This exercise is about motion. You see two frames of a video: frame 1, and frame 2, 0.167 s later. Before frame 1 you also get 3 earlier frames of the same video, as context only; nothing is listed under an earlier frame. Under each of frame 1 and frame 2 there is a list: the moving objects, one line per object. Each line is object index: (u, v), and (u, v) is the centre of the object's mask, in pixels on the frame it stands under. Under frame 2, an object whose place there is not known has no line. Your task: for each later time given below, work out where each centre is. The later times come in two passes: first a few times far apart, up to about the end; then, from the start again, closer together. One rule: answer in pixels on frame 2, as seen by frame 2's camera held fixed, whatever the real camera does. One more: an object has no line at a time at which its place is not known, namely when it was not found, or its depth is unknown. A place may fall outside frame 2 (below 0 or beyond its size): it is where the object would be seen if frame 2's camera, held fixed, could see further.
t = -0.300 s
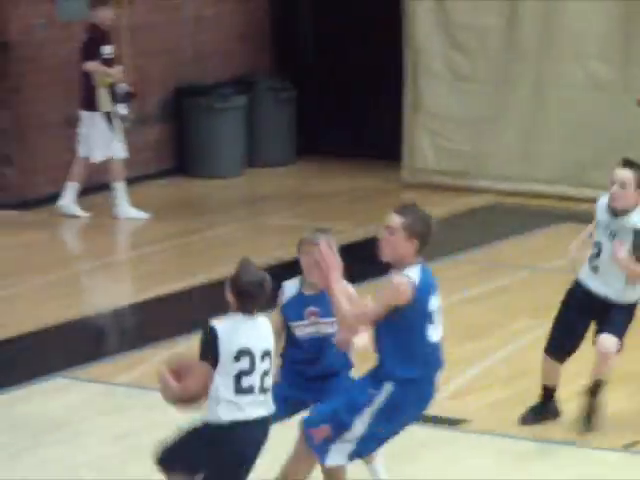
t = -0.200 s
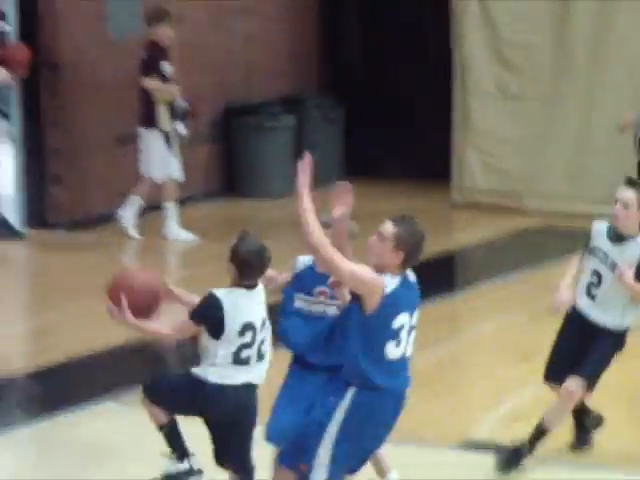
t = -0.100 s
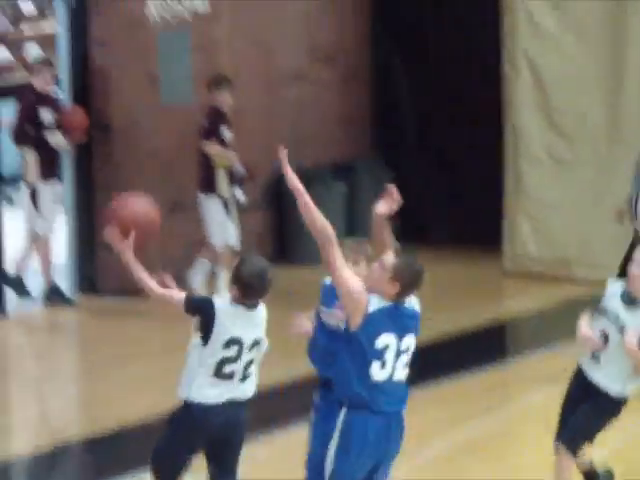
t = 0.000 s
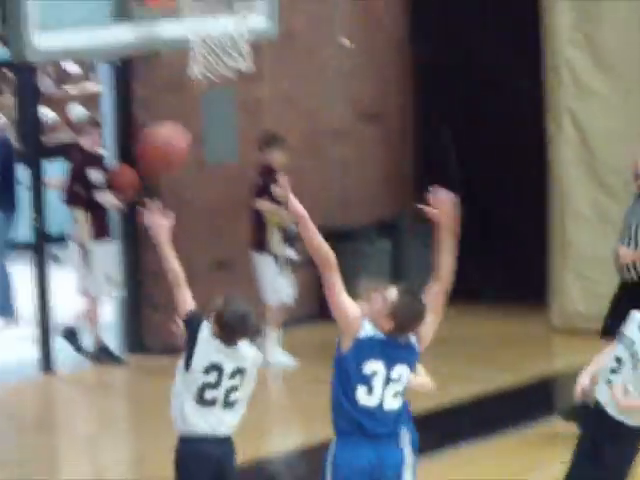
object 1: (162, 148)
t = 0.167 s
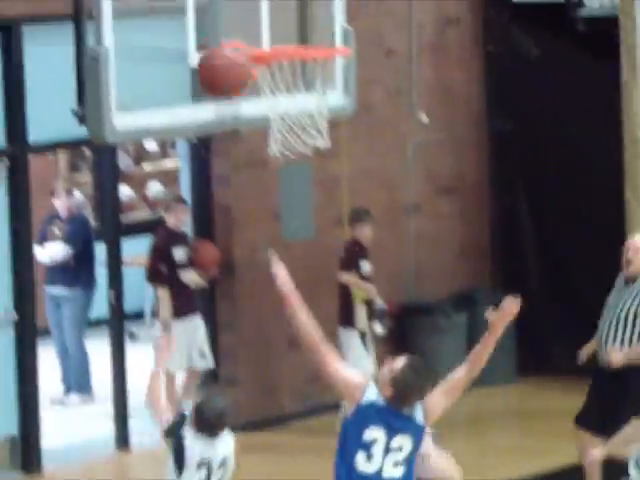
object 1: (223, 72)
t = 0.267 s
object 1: (216, 10)
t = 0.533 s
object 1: (273, -22)
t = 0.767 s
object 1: (340, 15)
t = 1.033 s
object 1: (330, 26)
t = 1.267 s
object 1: (299, 91)
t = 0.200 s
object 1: (221, 49)
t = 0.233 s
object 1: (218, 28)
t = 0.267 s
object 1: (216, 10)
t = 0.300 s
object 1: (214, -4)
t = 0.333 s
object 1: (211, -17)
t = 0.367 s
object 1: (208, -27)
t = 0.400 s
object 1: (211, -33)
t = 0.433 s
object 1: (226, -33)
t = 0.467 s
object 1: (241, -31)
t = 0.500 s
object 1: (257, -28)
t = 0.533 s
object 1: (273, -22)
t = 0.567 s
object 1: (289, -14)
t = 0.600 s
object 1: (305, -5)
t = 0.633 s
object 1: (320, 9)
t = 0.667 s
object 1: (338, 24)
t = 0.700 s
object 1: (341, 24)
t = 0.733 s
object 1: (340, 18)
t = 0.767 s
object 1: (340, 15)
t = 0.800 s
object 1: (340, 15)
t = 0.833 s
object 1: (340, 16)
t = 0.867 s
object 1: (340, 20)
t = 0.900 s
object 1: (339, 25)
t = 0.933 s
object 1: (337, 23)
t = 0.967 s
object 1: (335, 23)
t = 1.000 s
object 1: (333, 23)
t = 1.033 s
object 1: (330, 26)
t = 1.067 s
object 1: (328, 30)
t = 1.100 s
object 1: (323, 34)
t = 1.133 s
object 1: (318, 37)
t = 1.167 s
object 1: (313, 51)
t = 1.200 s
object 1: (309, 64)
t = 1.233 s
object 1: (304, 79)
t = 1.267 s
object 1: (299, 91)
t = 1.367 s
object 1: (287, 160)
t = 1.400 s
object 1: (282, 169)
